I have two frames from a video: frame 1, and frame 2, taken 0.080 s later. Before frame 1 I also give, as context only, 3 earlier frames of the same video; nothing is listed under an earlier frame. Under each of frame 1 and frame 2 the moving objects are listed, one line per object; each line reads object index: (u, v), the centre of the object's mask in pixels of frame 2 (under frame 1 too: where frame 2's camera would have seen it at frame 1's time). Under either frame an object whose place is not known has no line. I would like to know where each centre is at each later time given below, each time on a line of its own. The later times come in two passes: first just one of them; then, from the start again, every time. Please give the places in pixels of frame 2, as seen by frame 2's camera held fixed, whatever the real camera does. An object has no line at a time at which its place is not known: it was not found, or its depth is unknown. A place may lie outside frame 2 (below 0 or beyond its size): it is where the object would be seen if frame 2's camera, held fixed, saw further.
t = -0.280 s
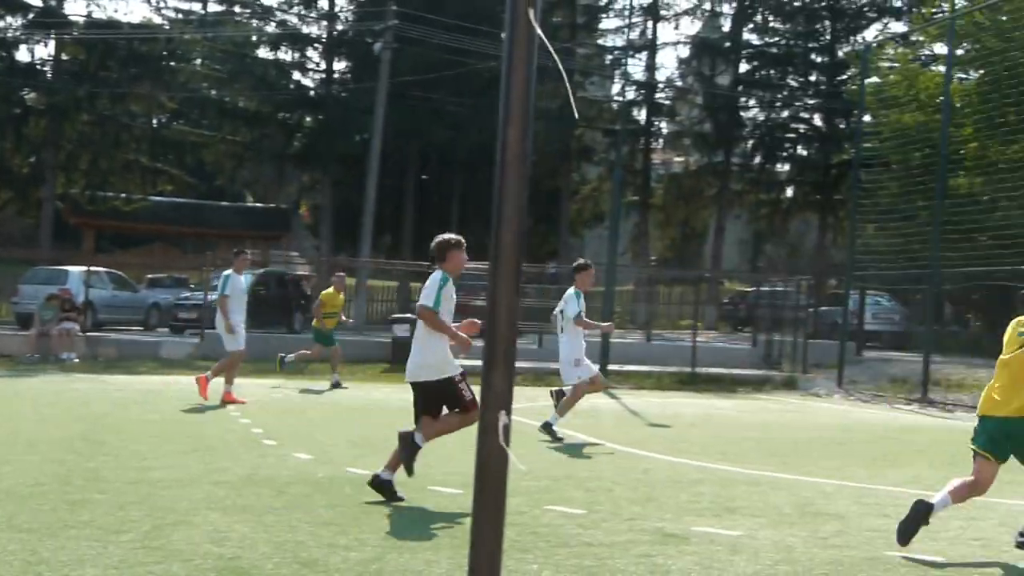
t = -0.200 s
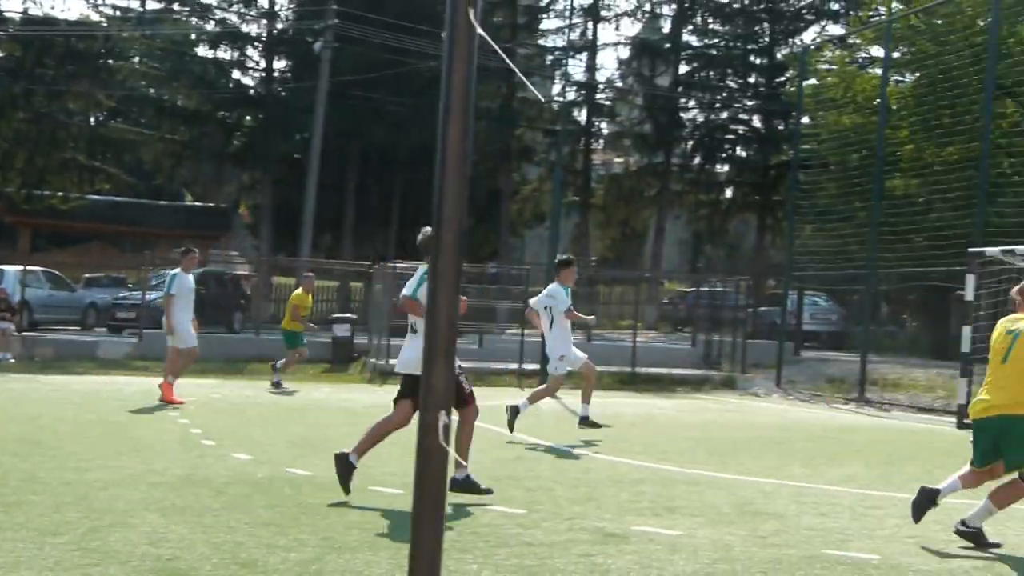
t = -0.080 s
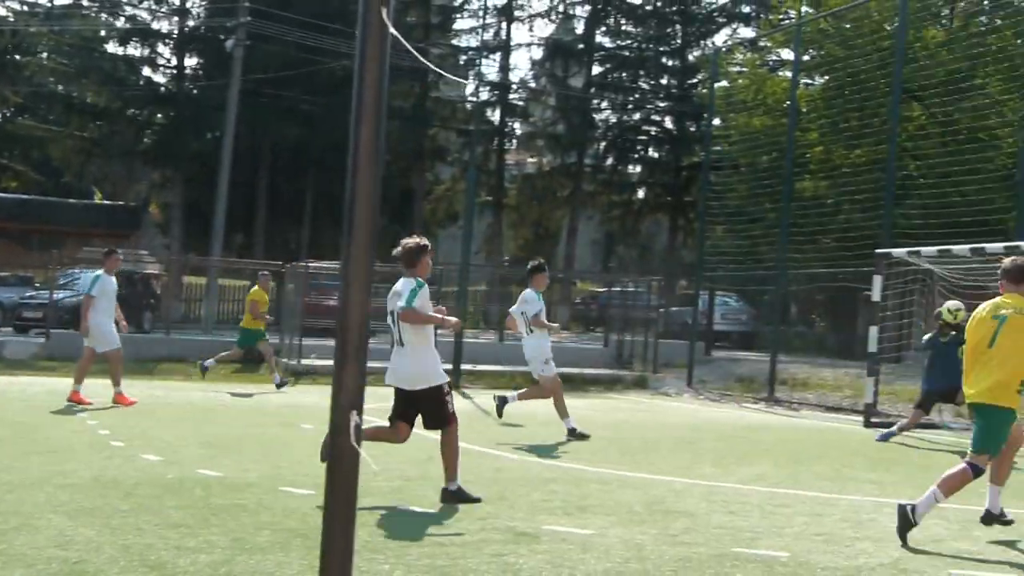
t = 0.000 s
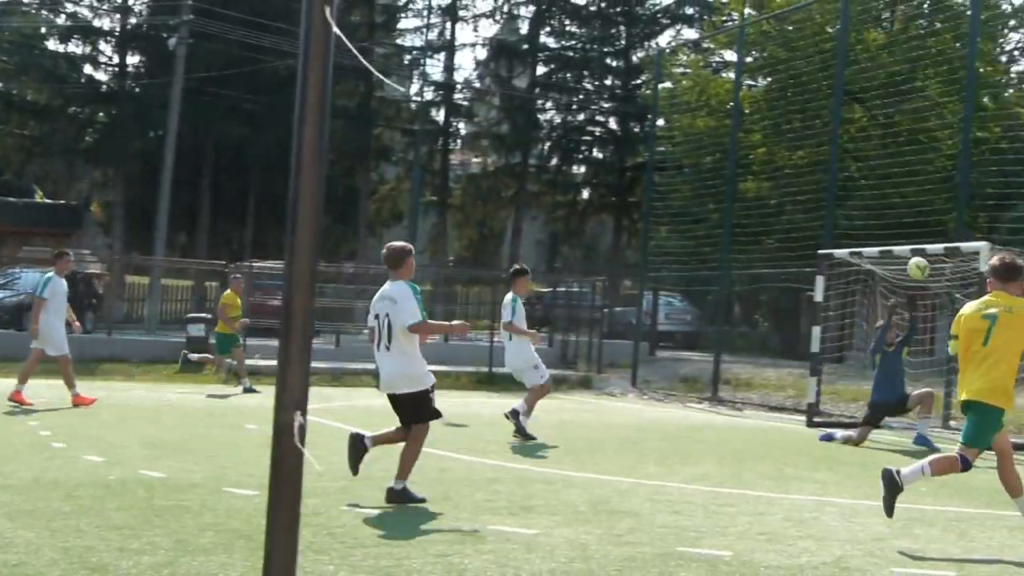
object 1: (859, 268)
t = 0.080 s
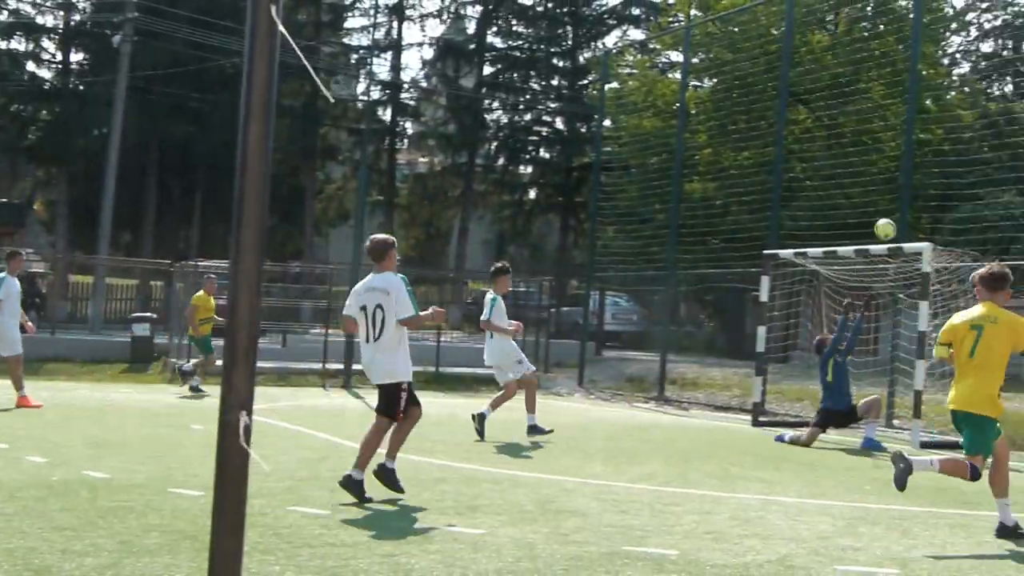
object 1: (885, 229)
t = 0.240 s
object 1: (930, 173)
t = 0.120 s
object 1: (896, 213)
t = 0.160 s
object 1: (908, 198)
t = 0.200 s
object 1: (920, 185)
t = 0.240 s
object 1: (930, 173)
